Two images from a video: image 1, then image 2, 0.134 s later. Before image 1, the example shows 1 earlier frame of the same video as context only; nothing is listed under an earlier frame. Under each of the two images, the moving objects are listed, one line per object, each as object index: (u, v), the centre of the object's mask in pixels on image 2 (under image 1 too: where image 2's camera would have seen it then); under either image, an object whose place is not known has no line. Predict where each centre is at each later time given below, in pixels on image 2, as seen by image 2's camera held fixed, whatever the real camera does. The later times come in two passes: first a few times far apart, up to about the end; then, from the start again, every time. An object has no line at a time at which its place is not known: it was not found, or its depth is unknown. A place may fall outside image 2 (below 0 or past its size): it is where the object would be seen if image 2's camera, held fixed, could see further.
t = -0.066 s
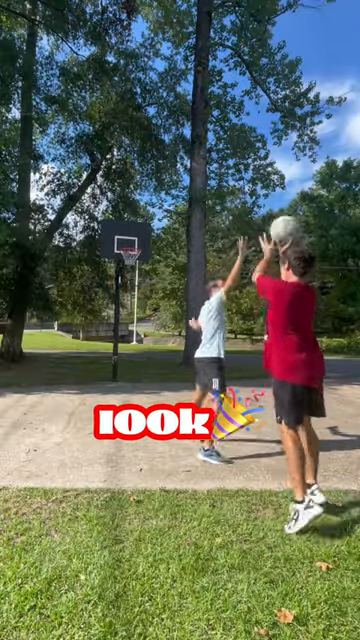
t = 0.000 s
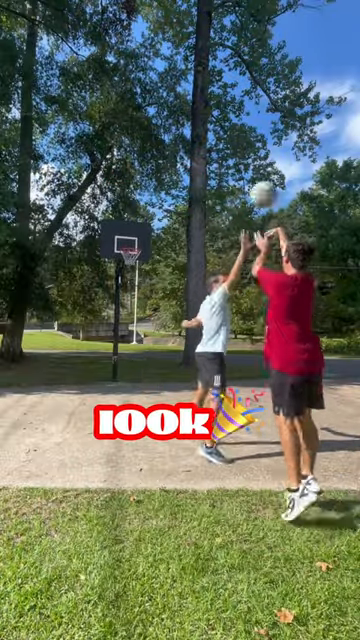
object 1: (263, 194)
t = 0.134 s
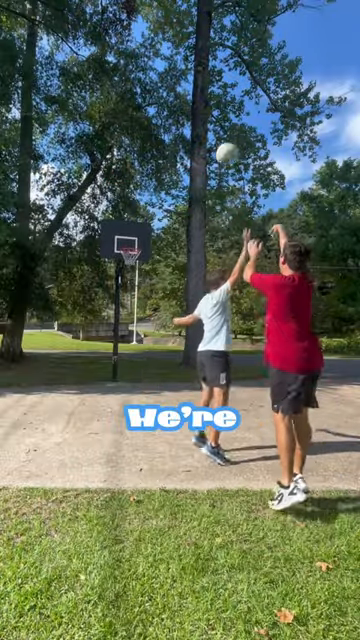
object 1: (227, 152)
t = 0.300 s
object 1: (196, 138)
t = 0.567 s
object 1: (163, 152)
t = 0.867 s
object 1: (138, 203)
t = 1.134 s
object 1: (128, 246)
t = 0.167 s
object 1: (220, 148)
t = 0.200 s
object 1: (213, 144)
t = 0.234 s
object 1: (206, 141)
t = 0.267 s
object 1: (201, 139)
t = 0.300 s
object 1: (196, 138)
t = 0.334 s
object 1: (191, 137)
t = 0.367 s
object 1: (186, 137)
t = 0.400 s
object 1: (182, 138)
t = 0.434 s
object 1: (178, 140)
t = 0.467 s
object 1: (174, 142)
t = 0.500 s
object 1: (170, 146)
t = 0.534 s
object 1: (166, 149)
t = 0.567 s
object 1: (163, 152)
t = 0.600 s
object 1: (160, 156)
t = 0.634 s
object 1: (157, 162)
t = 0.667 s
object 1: (154, 166)
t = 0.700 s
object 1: (151, 171)
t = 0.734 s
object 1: (148, 177)
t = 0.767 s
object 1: (144, 182)
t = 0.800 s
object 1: (142, 189)
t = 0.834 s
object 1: (140, 195)
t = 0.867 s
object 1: (138, 203)
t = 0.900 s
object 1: (136, 209)
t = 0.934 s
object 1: (135, 217)
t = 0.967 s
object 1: (132, 224)
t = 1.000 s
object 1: (130, 232)
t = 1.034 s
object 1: (128, 240)
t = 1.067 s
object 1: (128, 244)
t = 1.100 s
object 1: (128, 244)
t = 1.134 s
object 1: (128, 246)
